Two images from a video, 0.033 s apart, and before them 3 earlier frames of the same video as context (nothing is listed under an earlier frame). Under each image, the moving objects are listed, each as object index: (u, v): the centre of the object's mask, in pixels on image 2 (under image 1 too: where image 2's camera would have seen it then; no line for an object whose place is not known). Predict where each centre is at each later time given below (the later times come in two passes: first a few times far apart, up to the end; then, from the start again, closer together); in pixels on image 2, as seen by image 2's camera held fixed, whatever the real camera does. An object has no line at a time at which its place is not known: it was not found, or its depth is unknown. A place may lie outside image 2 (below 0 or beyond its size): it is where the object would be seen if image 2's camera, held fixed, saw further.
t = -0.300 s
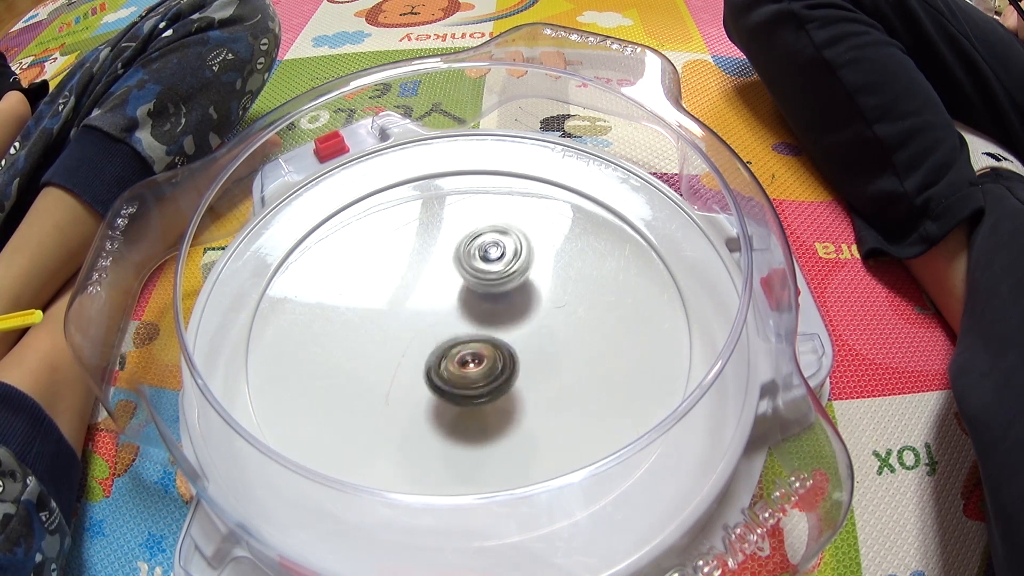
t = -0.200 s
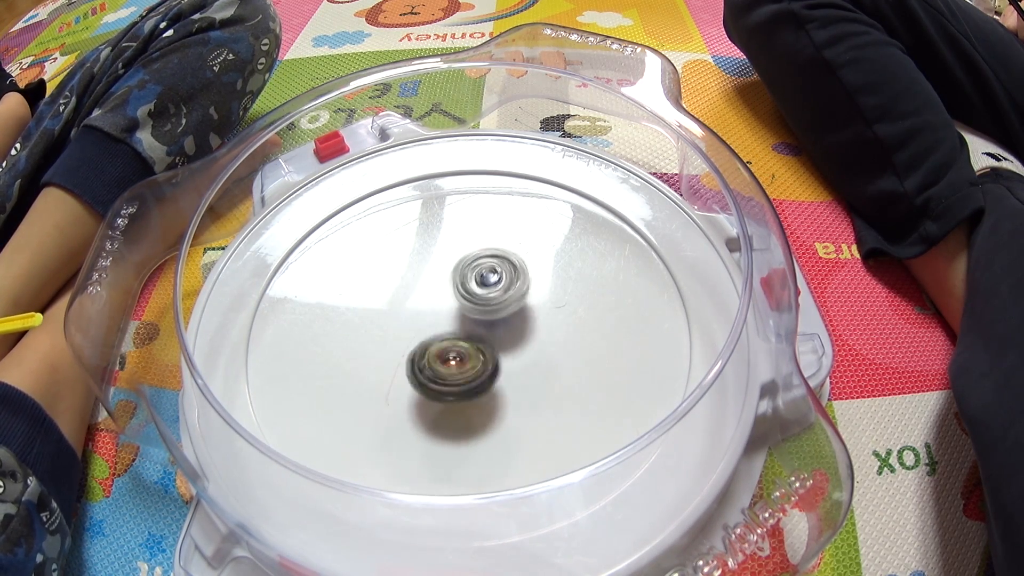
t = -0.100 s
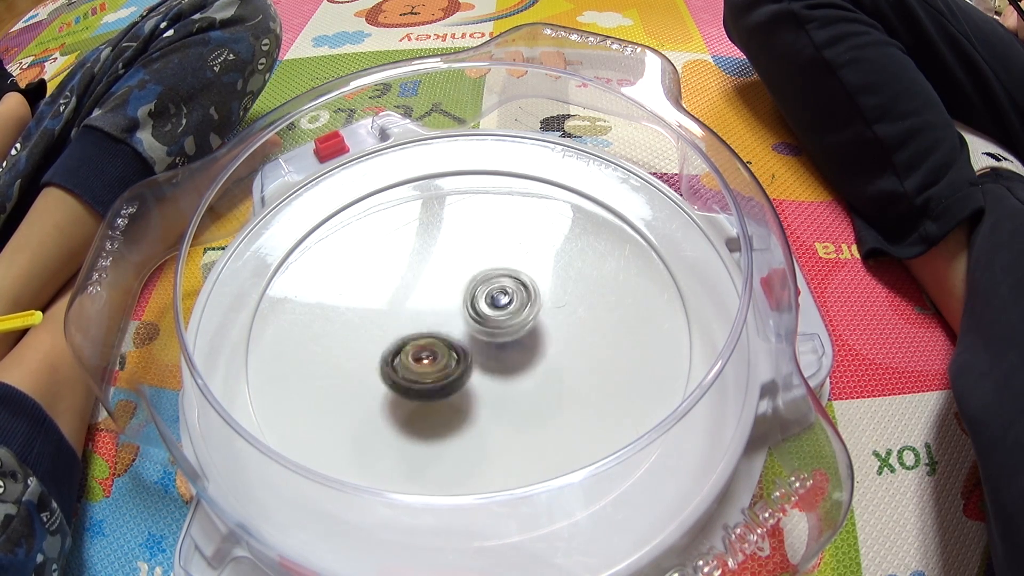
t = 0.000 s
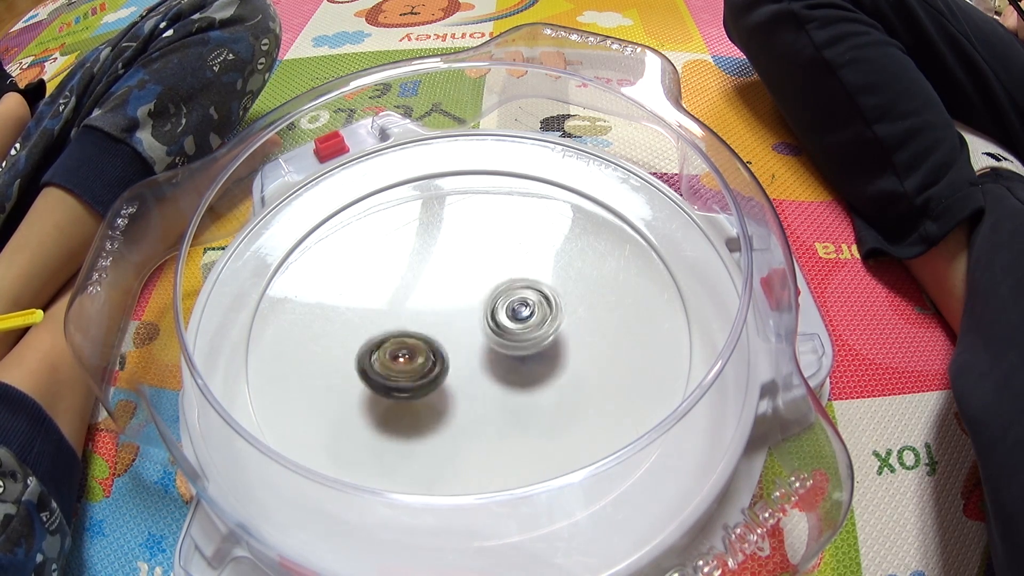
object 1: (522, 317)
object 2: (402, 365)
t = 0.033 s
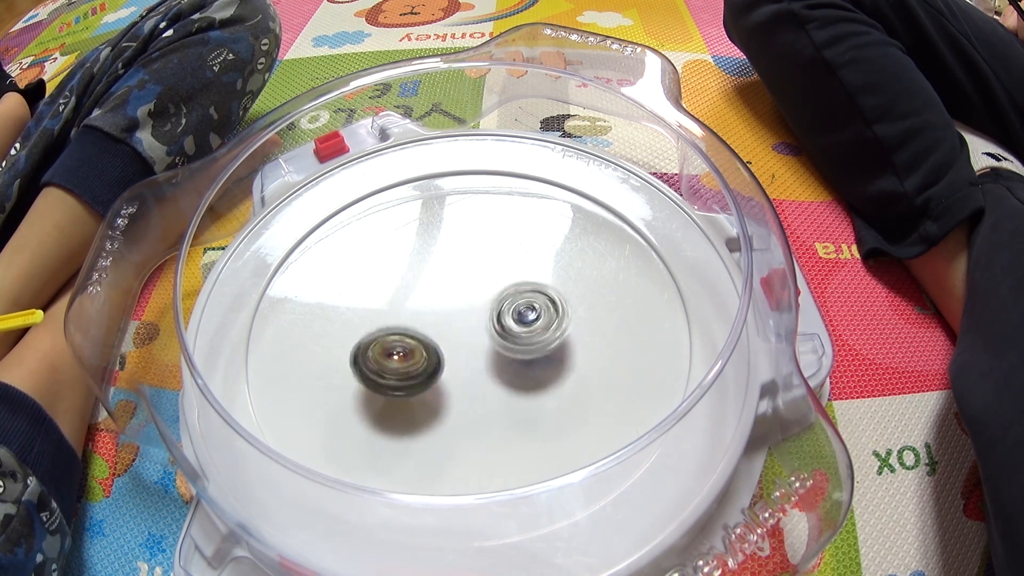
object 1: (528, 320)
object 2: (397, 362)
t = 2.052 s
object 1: (437, 260)
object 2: (435, 367)
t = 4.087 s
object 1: (376, 311)
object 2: (518, 320)
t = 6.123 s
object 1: (406, 340)
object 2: (554, 324)
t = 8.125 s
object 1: (447, 350)
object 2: (491, 271)
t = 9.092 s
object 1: (491, 338)
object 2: (446, 274)
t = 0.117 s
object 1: (542, 326)
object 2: (386, 354)
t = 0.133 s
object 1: (542, 327)
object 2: (385, 352)
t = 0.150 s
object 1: (544, 327)
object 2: (383, 351)
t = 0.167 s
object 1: (544, 328)
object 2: (382, 349)
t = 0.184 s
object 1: (546, 329)
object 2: (381, 346)
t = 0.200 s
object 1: (545, 330)
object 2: (380, 344)
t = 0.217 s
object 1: (546, 330)
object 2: (380, 342)
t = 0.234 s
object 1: (544, 331)
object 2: (380, 339)
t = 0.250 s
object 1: (544, 331)
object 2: (380, 338)
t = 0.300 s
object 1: (538, 334)
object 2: (381, 331)
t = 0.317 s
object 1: (536, 334)
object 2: (381, 328)
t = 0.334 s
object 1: (532, 335)
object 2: (382, 326)
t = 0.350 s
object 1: (530, 335)
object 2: (384, 324)
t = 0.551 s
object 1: (477, 349)
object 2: (409, 299)
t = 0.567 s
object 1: (473, 351)
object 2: (412, 297)
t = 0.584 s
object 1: (470, 354)
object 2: (414, 294)
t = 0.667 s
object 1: (461, 372)
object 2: (427, 283)
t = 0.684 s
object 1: (460, 374)
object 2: (430, 281)
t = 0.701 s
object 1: (460, 377)
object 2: (433, 280)
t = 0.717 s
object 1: (459, 379)
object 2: (436, 279)
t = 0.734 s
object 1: (458, 381)
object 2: (440, 278)
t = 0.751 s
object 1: (458, 382)
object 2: (443, 277)
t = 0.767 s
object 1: (457, 384)
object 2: (446, 277)
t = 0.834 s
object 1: (457, 386)
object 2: (459, 275)
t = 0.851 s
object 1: (455, 386)
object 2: (463, 276)
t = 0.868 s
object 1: (456, 386)
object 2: (467, 275)
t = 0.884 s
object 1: (455, 385)
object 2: (470, 276)
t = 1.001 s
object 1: (458, 367)
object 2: (492, 281)
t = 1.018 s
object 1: (458, 365)
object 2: (496, 283)
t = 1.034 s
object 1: (456, 361)
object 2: (498, 284)
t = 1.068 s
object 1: (453, 353)
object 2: (505, 286)
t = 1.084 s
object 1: (451, 350)
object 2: (507, 288)
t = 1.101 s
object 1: (448, 347)
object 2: (510, 289)
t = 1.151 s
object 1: (435, 341)
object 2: (519, 292)
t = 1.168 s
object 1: (430, 340)
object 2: (522, 294)
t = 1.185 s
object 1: (428, 339)
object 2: (524, 295)
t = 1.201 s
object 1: (423, 338)
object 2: (526, 298)
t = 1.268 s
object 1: (410, 333)
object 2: (530, 307)
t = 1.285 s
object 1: (408, 331)
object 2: (532, 309)
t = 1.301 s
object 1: (405, 331)
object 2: (532, 311)
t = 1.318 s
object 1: (402, 329)
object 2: (533, 314)
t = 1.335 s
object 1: (401, 330)
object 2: (533, 316)
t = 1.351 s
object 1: (399, 328)
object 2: (533, 319)
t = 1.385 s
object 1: (397, 327)
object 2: (533, 323)
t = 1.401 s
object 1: (397, 327)
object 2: (533, 326)
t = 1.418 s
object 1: (396, 327)
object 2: (531, 328)
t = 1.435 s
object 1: (397, 326)
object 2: (531, 331)
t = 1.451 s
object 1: (396, 326)
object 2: (530, 333)
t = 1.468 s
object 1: (397, 324)
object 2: (528, 336)
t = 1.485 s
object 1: (398, 325)
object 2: (527, 338)
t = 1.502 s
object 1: (399, 322)
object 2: (525, 341)
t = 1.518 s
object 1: (400, 322)
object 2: (524, 343)
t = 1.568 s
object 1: (405, 318)
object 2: (517, 350)
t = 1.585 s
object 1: (408, 317)
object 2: (515, 352)
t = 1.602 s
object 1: (408, 316)
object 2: (512, 353)
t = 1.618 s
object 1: (411, 315)
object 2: (509, 355)
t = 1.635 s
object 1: (413, 315)
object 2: (506, 356)
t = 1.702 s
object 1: (426, 311)
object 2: (493, 362)
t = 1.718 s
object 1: (429, 308)
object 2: (489, 362)
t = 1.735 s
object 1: (432, 308)
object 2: (487, 364)
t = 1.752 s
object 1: (433, 303)
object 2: (485, 367)
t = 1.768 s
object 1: (432, 299)
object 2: (482, 371)
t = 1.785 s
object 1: (433, 294)
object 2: (479, 373)
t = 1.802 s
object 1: (434, 292)
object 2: (476, 374)
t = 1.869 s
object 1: (438, 278)
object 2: (465, 377)
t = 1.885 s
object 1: (438, 274)
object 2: (462, 376)
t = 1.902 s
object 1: (439, 272)
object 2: (458, 376)
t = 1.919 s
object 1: (437, 269)
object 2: (456, 375)
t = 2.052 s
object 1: (437, 260)
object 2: (435, 367)
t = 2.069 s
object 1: (436, 260)
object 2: (432, 365)
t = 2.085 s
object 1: (436, 261)
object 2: (430, 364)
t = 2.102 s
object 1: (436, 263)
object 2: (428, 362)
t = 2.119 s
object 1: (437, 264)
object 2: (426, 359)
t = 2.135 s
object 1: (439, 267)
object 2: (425, 358)
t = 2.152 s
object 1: (440, 268)
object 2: (423, 354)
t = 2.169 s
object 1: (442, 271)
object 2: (421, 353)
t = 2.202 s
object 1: (446, 276)
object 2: (419, 347)
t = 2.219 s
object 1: (449, 279)
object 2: (417, 346)
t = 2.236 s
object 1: (455, 276)
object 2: (412, 349)
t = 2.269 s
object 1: (468, 275)
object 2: (403, 352)
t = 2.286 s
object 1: (472, 274)
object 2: (400, 353)
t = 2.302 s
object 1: (476, 274)
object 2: (398, 353)
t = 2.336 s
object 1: (483, 275)
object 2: (396, 351)
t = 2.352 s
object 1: (488, 276)
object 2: (395, 349)
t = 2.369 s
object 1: (492, 275)
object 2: (395, 348)
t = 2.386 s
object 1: (496, 276)
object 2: (395, 346)
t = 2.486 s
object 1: (515, 280)
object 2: (398, 336)
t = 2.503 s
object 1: (519, 281)
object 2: (398, 333)
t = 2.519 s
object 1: (521, 281)
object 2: (400, 332)
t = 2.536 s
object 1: (524, 283)
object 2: (401, 330)
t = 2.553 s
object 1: (525, 285)
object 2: (403, 329)
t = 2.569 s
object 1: (528, 286)
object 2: (404, 327)
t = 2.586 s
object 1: (530, 288)
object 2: (406, 325)
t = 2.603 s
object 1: (532, 289)
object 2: (408, 324)
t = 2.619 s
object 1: (533, 291)
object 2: (410, 322)
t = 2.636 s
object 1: (533, 293)
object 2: (412, 320)
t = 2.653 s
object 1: (534, 296)
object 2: (415, 319)
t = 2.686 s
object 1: (536, 300)
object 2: (420, 317)
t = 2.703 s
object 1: (537, 302)
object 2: (423, 315)
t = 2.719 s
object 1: (536, 305)
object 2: (425, 314)
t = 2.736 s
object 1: (535, 308)
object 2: (428, 313)
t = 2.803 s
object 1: (534, 319)
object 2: (440, 310)
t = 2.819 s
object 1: (533, 322)
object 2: (443, 310)
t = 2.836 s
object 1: (533, 326)
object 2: (444, 307)
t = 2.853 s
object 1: (536, 330)
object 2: (442, 305)
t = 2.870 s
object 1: (537, 334)
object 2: (441, 302)
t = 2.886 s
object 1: (536, 336)
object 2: (440, 301)
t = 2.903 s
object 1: (537, 339)
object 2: (441, 298)
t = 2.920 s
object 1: (535, 343)
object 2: (442, 298)
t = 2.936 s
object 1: (535, 345)
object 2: (444, 297)
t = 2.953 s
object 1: (535, 349)
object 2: (446, 297)
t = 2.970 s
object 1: (533, 349)
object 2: (448, 296)
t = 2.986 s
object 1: (531, 352)
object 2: (449, 297)
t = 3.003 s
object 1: (527, 356)
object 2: (451, 296)
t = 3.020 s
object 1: (526, 357)
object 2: (453, 296)
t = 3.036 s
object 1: (525, 360)
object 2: (455, 296)
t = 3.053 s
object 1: (521, 360)
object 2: (457, 297)
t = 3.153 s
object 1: (502, 369)
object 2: (468, 299)
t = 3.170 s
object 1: (496, 372)
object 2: (470, 299)
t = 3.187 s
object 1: (495, 378)
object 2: (472, 297)
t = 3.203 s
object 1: (491, 383)
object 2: (474, 294)
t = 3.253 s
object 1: (482, 393)
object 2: (480, 290)
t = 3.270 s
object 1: (482, 396)
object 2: (481, 290)
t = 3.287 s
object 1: (478, 397)
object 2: (483, 289)
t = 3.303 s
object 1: (475, 399)
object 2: (483, 289)
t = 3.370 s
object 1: (461, 406)
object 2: (488, 291)
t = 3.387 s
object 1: (458, 407)
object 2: (490, 291)
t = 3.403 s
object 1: (456, 408)
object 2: (491, 292)
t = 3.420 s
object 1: (452, 407)
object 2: (492, 292)
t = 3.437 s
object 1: (447, 406)
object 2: (493, 293)
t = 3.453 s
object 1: (443, 408)
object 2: (494, 293)
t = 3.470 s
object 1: (441, 407)
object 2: (494, 295)
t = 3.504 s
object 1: (432, 402)
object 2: (495, 297)
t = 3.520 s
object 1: (430, 402)
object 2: (496, 298)
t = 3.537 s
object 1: (428, 400)
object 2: (496, 299)
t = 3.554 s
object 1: (425, 397)
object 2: (496, 300)
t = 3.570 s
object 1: (421, 393)
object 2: (496, 302)
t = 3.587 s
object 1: (418, 393)
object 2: (496, 303)
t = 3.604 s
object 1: (417, 390)
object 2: (496, 305)
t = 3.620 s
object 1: (417, 386)
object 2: (496, 306)
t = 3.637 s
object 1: (412, 382)
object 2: (496, 307)
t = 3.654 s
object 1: (412, 381)
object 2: (495, 308)
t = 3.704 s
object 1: (409, 370)
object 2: (494, 312)
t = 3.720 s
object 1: (407, 368)
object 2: (492, 314)
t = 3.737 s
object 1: (408, 364)
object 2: (492, 315)
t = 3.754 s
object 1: (409, 360)
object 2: (491, 317)
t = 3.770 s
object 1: (408, 357)
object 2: (490, 318)
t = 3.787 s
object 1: (401, 355)
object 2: (494, 318)
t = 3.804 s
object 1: (392, 353)
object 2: (501, 318)
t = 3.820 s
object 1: (384, 348)
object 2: (507, 317)
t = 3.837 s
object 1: (378, 348)
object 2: (512, 317)
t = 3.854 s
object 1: (374, 344)
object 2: (514, 317)
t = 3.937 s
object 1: (367, 333)
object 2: (519, 318)
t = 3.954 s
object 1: (366, 332)
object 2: (521, 318)
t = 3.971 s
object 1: (367, 328)
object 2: (520, 318)
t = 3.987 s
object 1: (367, 325)
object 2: (521, 318)
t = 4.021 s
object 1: (369, 320)
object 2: (521, 319)
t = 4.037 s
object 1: (370, 317)
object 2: (520, 320)
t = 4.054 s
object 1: (371, 316)
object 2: (520, 319)
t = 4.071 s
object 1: (374, 314)
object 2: (519, 320)
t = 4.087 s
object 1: (376, 311)
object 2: (518, 320)
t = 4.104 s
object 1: (378, 310)
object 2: (518, 321)
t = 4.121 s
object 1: (381, 308)
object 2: (516, 321)
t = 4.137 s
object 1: (384, 306)
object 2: (516, 321)
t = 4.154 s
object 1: (386, 305)
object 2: (514, 321)
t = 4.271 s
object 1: (411, 301)
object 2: (502, 322)
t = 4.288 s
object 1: (415, 301)
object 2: (500, 323)
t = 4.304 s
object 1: (417, 301)
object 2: (498, 322)
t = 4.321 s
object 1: (418, 301)
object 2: (502, 326)
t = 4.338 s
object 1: (414, 297)
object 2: (507, 329)
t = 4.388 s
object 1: (409, 290)
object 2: (518, 337)
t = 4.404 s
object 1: (408, 288)
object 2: (519, 340)
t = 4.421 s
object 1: (409, 288)
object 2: (519, 340)
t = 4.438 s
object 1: (410, 289)
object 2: (520, 342)
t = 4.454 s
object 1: (412, 289)
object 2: (520, 342)
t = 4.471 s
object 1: (414, 291)
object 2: (522, 343)
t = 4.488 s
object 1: (417, 295)
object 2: (521, 344)
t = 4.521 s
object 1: (421, 300)
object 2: (521, 346)
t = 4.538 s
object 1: (424, 303)
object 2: (522, 346)
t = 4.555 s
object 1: (424, 305)
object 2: (521, 347)
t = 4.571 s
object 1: (425, 308)
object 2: (520, 347)
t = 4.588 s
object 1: (428, 312)
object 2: (519, 349)
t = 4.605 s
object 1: (428, 313)
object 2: (517, 349)
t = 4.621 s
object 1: (429, 317)
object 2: (517, 350)
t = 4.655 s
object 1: (431, 321)
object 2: (514, 350)
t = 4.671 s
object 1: (430, 324)
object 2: (512, 350)
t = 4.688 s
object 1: (431, 325)
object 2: (512, 351)
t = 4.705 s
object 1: (426, 324)
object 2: (514, 353)
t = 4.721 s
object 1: (423, 325)
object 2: (514, 354)
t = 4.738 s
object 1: (421, 324)
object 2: (515, 356)
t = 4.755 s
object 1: (418, 324)
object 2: (513, 356)
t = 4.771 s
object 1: (417, 325)
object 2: (513, 356)
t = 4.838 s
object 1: (410, 328)
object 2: (509, 356)
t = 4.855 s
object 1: (406, 331)
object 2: (508, 356)
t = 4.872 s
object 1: (406, 332)
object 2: (506, 356)
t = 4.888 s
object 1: (402, 332)
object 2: (506, 355)
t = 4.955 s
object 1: (390, 337)
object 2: (498, 351)
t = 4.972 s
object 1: (388, 337)
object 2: (498, 351)
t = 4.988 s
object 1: (382, 338)
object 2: (495, 350)
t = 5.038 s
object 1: (375, 340)
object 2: (492, 346)
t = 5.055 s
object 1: (375, 340)
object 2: (490, 345)
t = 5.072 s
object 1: (372, 340)
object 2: (488, 343)
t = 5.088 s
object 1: (370, 342)
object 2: (488, 342)
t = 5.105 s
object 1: (371, 340)
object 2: (486, 340)
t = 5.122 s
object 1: (369, 341)
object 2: (485, 339)
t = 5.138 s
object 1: (370, 343)
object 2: (484, 337)
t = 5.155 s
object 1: (371, 341)
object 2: (483, 335)
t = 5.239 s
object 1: (382, 341)
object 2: (479, 326)
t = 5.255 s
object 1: (383, 340)
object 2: (478, 325)
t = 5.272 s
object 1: (386, 340)
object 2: (478, 323)
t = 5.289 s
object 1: (387, 338)
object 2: (481, 321)
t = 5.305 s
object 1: (385, 338)
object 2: (484, 319)
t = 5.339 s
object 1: (390, 335)
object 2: (488, 316)
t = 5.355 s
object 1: (390, 337)
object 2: (489, 314)
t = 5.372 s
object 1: (393, 333)
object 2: (491, 312)
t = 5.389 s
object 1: (395, 333)
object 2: (491, 310)
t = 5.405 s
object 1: (399, 334)
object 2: (493, 309)
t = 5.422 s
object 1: (400, 331)
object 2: (494, 307)
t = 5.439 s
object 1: (403, 331)
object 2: (496, 306)
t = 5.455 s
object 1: (408, 330)
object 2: (497, 304)
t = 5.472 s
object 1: (409, 328)
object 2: (499, 303)
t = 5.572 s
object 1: (421, 324)
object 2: (517, 299)
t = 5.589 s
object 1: (423, 322)
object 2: (519, 298)
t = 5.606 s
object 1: (426, 323)
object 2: (521, 298)
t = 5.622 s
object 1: (431, 322)
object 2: (523, 297)
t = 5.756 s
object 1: (451, 321)
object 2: (539, 298)
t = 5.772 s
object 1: (453, 322)
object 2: (540, 299)
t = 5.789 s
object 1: (453, 322)
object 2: (544, 299)
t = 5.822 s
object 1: (442, 325)
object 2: (561, 299)
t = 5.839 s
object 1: (436, 326)
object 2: (565, 300)
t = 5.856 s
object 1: (435, 327)
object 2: (569, 300)
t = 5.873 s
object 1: (431, 327)
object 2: (571, 303)
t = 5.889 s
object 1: (432, 329)
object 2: (572, 304)
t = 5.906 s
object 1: (428, 329)
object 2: (573, 305)
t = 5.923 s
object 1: (427, 331)
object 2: (573, 306)
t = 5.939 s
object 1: (425, 331)
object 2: (572, 307)
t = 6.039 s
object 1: (411, 338)
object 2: (566, 317)
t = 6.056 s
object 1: (408, 337)
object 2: (564, 319)
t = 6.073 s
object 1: (408, 340)
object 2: (562, 320)
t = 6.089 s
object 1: (407, 339)
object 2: (560, 322)
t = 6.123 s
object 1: (406, 340)
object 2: (554, 324)
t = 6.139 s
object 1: (404, 342)
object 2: (550, 326)
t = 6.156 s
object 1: (406, 342)
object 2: (547, 327)
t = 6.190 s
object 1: (407, 342)
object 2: (539, 329)
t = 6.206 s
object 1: (406, 343)
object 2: (535, 330)
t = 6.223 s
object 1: (409, 344)
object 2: (532, 330)
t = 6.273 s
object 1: (414, 343)
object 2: (518, 331)
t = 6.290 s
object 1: (415, 344)
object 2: (514, 331)
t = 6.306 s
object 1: (418, 342)
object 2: (509, 331)
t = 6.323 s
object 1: (414, 343)
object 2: (509, 330)
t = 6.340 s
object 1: (412, 341)
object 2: (510, 330)
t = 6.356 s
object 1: (408, 340)
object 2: (512, 330)
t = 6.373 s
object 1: (409, 338)
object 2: (511, 329)
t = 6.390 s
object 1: (408, 338)
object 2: (511, 329)
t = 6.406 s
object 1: (411, 338)
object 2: (508, 328)
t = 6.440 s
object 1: (412, 337)
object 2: (504, 325)
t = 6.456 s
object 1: (411, 336)
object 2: (502, 323)
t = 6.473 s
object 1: (415, 336)
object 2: (502, 321)
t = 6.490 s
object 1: (409, 334)
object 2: (506, 321)
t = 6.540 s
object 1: (404, 329)
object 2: (515, 316)
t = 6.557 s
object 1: (401, 328)
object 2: (516, 315)
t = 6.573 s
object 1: (403, 326)
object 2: (517, 314)
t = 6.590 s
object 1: (400, 327)
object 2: (517, 312)
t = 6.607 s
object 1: (401, 325)
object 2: (517, 309)
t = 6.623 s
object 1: (399, 324)
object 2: (518, 309)
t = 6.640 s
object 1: (402, 322)
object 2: (519, 307)
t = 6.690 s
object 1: (402, 321)
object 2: (521, 303)
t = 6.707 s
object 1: (405, 319)
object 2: (522, 301)
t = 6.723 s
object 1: (405, 320)
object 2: (524, 301)
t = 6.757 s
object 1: (409, 317)
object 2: (525, 298)
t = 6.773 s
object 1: (413, 315)
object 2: (526, 298)
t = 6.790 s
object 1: (414, 317)
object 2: (526, 296)
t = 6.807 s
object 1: (417, 314)
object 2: (528, 295)
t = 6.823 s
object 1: (419, 315)
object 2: (529, 295)
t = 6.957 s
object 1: (438, 316)
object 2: (530, 293)
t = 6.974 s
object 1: (440, 316)
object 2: (530, 293)
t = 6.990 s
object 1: (440, 318)
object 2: (531, 293)
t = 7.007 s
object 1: (437, 317)
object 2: (534, 294)
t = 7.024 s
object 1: (436, 319)
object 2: (536, 294)
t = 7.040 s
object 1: (433, 320)
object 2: (537, 295)
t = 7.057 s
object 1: (434, 320)
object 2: (536, 296)
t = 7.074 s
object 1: (434, 321)
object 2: (536, 296)
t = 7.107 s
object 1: (434, 325)
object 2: (535, 296)
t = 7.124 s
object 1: (436, 327)
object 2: (536, 296)
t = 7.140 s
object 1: (436, 330)
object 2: (535, 297)
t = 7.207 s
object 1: (436, 337)
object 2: (529, 300)
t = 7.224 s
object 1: (439, 338)
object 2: (527, 301)
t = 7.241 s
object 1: (437, 342)
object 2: (526, 301)
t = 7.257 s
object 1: (438, 342)
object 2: (524, 301)
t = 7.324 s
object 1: (440, 349)
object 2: (517, 302)
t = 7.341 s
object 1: (442, 352)
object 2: (516, 302)
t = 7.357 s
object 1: (436, 354)
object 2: (519, 300)
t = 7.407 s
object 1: (431, 360)
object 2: (518, 299)
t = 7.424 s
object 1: (428, 360)
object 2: (517, 298)
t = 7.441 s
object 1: (430, 361)
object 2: (514, 298)
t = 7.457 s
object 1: (426, 361)
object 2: (513, 296)
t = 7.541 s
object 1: (419, 362)
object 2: (506, 292)
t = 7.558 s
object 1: (418, 364)
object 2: (504, 291)
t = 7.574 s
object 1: (416, 362)
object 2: (504, 290)
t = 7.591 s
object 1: (416, 363)
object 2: (503, 289)
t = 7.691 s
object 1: (415, 354)
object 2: (495, 284)
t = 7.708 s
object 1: (413, 354)
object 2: (493, 284)
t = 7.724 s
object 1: (415, 350)
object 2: (492, 283)
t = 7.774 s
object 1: (419, 348)
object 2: (489, 280)
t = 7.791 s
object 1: (419, 345)
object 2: (489, 280)
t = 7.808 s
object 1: (422, 344)
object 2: (487, 280)
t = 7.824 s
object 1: (423, 343)
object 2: (485, 279)
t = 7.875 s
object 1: (430, 340)
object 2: (482, 277)
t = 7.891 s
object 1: (431, 340)
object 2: (481, 276)
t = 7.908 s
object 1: (430, 341)
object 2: (484, 274)
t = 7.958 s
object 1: (428, 345)
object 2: (489, 271)
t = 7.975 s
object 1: (428, 344)
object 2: (489, 270)
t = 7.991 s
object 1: (430, 344)
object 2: (488, 269)
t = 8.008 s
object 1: (432, 343)
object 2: (488, 270)
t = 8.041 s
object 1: (438, 346)
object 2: (488, 269)
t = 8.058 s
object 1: (442, 347)
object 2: (489, 269)
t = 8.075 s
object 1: (443, 348)
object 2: (490, 269)
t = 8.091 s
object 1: (446, 348)
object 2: (490, 270)
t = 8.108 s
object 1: (448, 350)
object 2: (491, 270)
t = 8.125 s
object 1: (447, 350)
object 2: (491, 271)
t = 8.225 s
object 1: (462, 354)
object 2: (490, 275)
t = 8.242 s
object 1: (465, 354)
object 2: (489, 277)
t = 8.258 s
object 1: (468, 355)
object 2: (488, 278)
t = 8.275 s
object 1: (467, 356)
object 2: (487, 279)
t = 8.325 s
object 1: (476, 355)
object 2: (484, 281)
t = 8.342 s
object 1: (477, 358)
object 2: (483, 283)
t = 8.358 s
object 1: (478, 356)
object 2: (481, 283)
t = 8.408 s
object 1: (484, 360)
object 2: (479, 283)
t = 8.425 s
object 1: (485, 361)
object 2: (478, 284)
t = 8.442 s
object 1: (487, 359)
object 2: (475, 285)
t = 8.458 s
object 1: (490, 359)
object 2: (473, 285)
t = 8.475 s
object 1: (491, 359)
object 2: (472, 285)
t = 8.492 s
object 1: (493, 360)
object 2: (469, 285)
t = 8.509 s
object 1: (491, 360)
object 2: (468, 285)
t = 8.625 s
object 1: (495, 354)
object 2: (457, 285)
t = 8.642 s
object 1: (498, 353)
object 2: (455, 285)
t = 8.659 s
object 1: (495, 353)
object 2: (454, 284)
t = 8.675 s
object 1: (496, 350)
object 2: (453, 284)
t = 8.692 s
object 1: (497, 349)
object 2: (451, 284)
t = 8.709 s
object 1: (497, 346)
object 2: (449, 283)
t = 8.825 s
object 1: (497, 348)
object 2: (443, 273)
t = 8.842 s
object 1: (500, 347)
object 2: (444, 273)
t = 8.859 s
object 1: (500, 348)
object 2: (443, 273)
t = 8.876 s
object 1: (499, 348)
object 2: (442, 272)
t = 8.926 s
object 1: (499, 346)
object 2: (442, 271)
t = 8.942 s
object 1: (499, 346)
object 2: (441, 270)
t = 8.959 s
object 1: (498, 346)
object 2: (443, 270)
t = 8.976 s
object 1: (498, 347)
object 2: (443, 270)
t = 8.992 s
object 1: (493, 346)
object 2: (444, 271)
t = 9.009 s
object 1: (494, 343)
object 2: (444, 271)
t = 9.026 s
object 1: (494, 342)
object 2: (445, 271)
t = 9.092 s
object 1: (491, 338)
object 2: (446, 274)
